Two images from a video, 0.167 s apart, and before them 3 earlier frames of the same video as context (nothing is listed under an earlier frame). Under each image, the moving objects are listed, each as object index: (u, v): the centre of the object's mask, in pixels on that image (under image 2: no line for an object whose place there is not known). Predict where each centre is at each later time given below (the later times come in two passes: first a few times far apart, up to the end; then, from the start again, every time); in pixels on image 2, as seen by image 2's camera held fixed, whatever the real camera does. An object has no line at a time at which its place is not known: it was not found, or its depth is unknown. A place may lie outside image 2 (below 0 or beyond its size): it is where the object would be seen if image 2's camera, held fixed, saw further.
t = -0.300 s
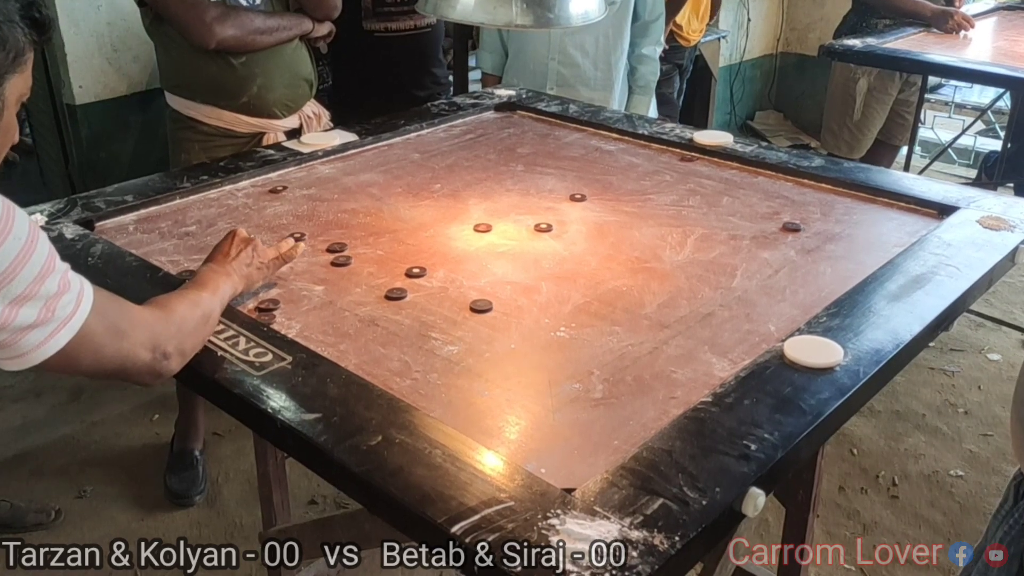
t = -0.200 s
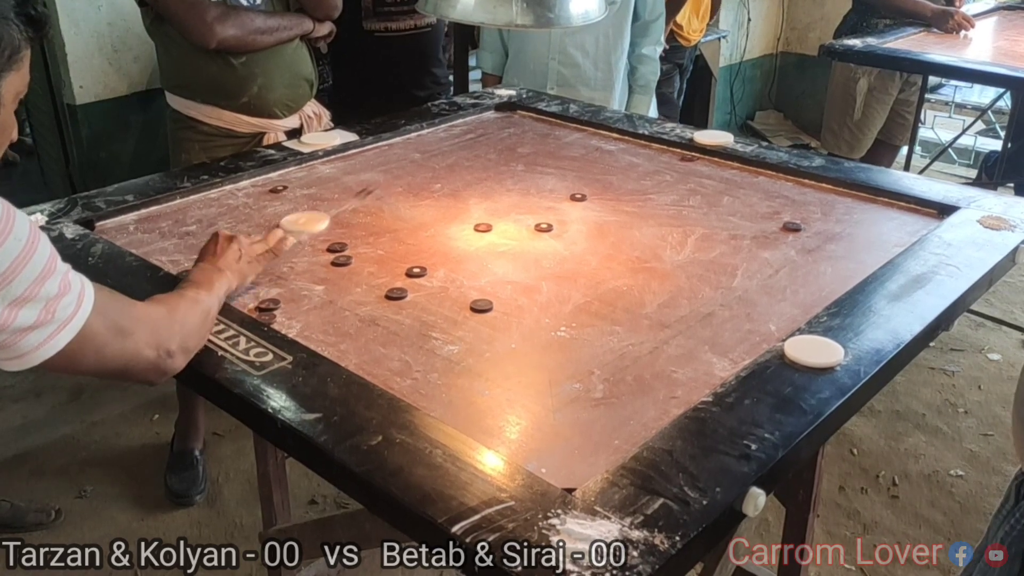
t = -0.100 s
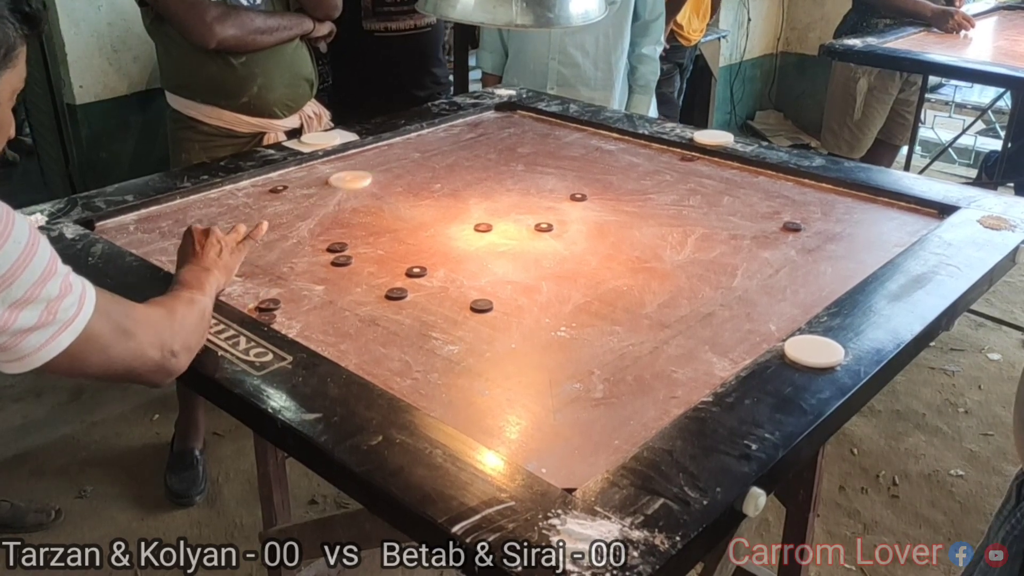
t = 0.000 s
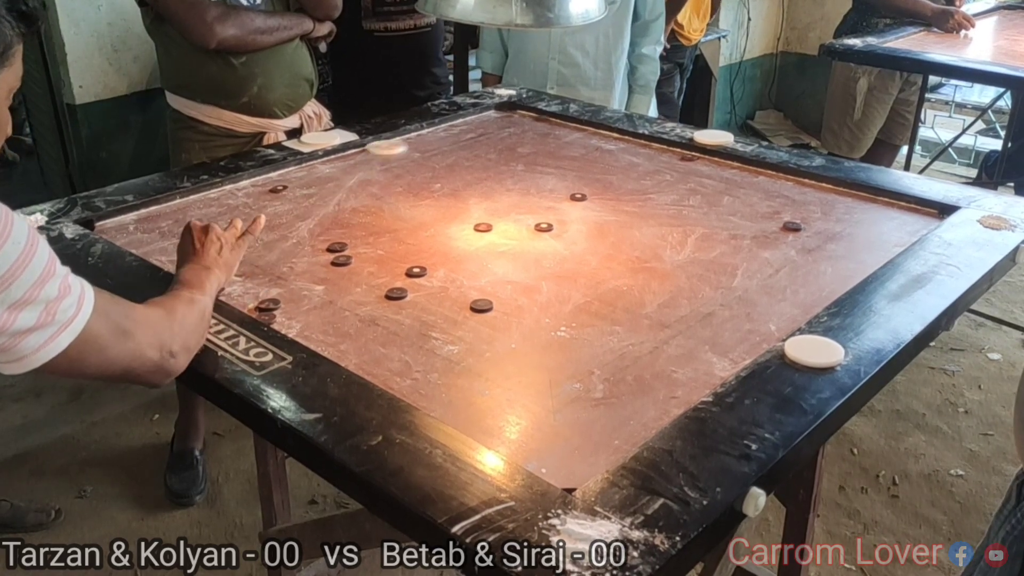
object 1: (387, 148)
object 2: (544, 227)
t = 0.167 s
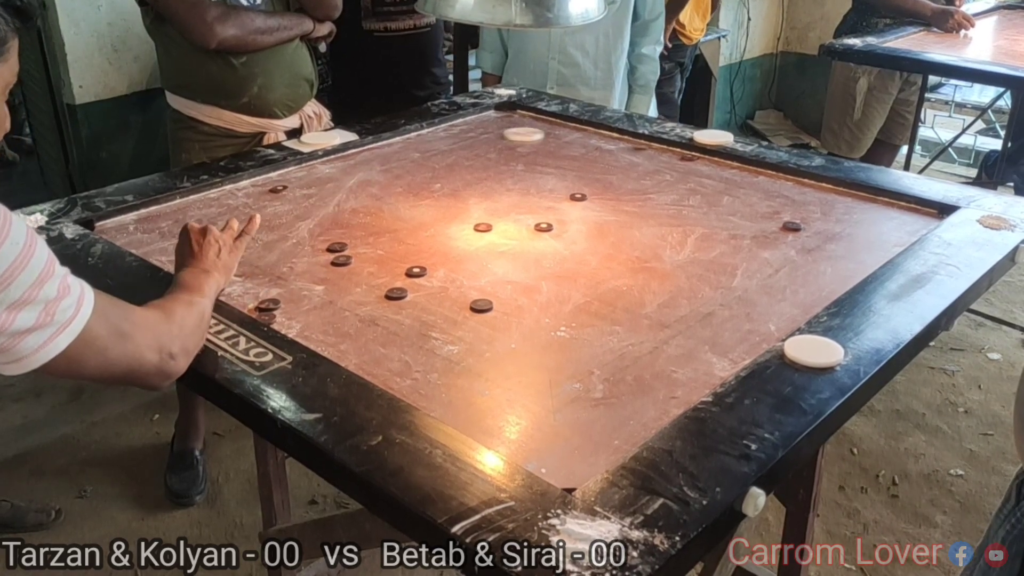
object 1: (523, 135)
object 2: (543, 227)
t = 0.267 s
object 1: (573, 135)
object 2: (543, 227)
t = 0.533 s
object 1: (541, 186)
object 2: (543, 227)
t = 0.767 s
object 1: (510, 235)
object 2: (583, 250)
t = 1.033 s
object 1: (484, 279)
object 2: (682, 308)
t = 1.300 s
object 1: (475, 298)
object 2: (752, 348)
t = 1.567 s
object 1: (474, 303)
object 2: (748, 349)
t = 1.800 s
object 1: (475, 303)
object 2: (748, 349)
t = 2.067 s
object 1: (474, 303)
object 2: (748, 349)
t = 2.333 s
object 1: (474, 303)
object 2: (748, 349)
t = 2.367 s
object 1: (474, 303)
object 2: (748, 349)
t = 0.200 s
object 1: (549, 132)
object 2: (543, 227)
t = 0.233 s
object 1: (573, 131)
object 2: (543, 227)
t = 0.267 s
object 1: (573, 135)
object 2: (543, 227)
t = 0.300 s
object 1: (570, 141)
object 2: (543, 227)
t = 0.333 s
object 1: (566, 147)
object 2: (543, 227)
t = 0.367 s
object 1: (562, 153)
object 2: (543, 227)
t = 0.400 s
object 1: (557, 159)
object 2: (543, 227)
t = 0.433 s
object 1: (553, 166)
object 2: (543, 227)
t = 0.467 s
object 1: (549, 172)
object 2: (543, 227)
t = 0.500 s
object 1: (545, 179)
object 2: (543, 227)
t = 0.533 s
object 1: (541, 186)
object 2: (543, 227)
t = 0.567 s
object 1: (537, 193)
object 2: (543, 227)
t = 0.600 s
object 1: (533, 200)
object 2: (543, 227)
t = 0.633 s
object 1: (529, 207)
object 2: (543, 227)
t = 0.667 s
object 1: (524, 215)
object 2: (543, 227)
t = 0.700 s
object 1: (519, 222)
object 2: (556, 234)
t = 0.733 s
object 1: (514, 228)
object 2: (569, 242)
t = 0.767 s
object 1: (510, 235)
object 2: (583, 250)
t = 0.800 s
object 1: (506, 241)
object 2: (596, 258)
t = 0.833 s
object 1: (502, 247)
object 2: (610, 265)
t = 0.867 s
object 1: (499, 253)
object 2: (622, 273)
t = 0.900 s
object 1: (496, 258)
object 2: (635, 280)
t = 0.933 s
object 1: (493, 264)
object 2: (647, 287)
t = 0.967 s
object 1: (490, 270)
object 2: (659, 294)
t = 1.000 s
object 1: (487, 275)
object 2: (671, 301)
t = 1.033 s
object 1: (484, 279)
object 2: (682, 308)
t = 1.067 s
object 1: (482, 284)
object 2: (693, 314)
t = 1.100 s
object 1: (481, 287)
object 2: (703, 320)
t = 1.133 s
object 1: (479, 289)
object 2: (713, 326)
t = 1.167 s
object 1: (478, 292)
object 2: (723, 331)
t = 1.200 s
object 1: (477, 294)
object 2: (732, 336)
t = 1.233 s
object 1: (476, 296)
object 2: (740, 341)
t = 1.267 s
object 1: (476, 297)
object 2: (747, 345)
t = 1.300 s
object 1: (475, 298)
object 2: (752, 348)
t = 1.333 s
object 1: (475, 299)
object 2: (754, 350)
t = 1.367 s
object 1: (475, 300)
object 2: (751, 349)
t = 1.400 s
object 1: (474, 301)
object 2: (749, 349)
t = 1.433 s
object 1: (474, 301)
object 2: (748, 349)
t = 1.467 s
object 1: (474, 302)
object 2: (748, 349)
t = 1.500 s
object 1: (474, 302)
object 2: (748, 349)
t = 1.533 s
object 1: (474, 303)
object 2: (748, 349)
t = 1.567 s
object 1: (474, 303)
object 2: (748, 349)
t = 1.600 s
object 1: (474, 303)
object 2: (748, 349)
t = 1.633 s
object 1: (474, 303)
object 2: (748, 349)
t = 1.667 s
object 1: (474, 303)
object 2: (748, 349)
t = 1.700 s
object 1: (474, 303)
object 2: (748, 349)
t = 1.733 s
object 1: (474, 303)
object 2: (748, 349)
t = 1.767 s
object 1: (475, 303)
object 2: (748, 349)
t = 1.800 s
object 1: (475, 303)
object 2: (748, 349)
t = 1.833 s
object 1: (474, 303)
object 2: (748, 349)
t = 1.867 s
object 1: (475, 303)
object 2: (748, 349)
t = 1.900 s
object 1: (475, 303)
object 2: (748, 349)
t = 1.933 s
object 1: (474, 303)
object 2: (748, 349)
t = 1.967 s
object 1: (475, 303)
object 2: (748, 349)
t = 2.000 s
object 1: (474, 303)
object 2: (748, 349)
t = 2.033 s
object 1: (474, 303)
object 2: (748, 349)
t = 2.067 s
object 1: (474, 303)
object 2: (748, 349)
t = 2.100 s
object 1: (474, 303)
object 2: (748, 349)
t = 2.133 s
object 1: (475, 303)
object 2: (748, 349)
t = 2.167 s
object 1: (474, 303)
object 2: (748, 349)
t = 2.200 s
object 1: (474, 303)
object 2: (748, 349)
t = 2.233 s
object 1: (474, 303)
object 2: (748, 349)
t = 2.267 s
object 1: (474, 303)
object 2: (748, 349)
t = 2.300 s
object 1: (474, 303)
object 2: (748, 349)
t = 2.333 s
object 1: (474, 303)
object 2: (748, 349)
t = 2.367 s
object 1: (474, 303)
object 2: (748, 349)
